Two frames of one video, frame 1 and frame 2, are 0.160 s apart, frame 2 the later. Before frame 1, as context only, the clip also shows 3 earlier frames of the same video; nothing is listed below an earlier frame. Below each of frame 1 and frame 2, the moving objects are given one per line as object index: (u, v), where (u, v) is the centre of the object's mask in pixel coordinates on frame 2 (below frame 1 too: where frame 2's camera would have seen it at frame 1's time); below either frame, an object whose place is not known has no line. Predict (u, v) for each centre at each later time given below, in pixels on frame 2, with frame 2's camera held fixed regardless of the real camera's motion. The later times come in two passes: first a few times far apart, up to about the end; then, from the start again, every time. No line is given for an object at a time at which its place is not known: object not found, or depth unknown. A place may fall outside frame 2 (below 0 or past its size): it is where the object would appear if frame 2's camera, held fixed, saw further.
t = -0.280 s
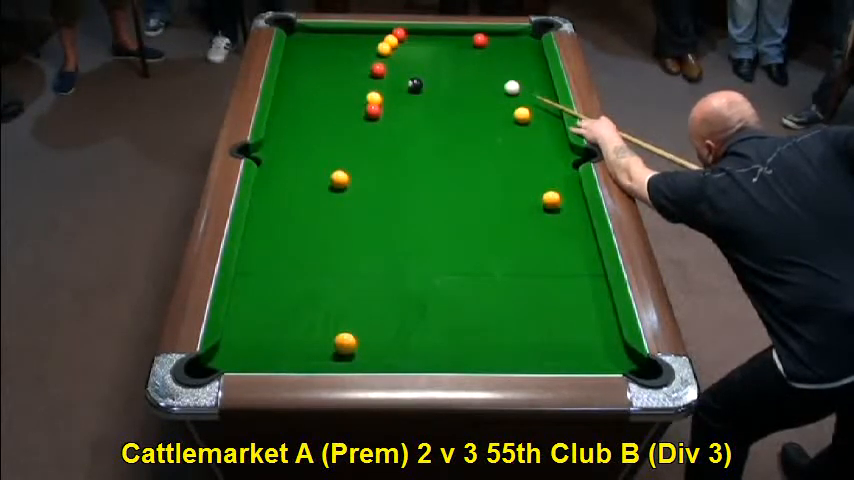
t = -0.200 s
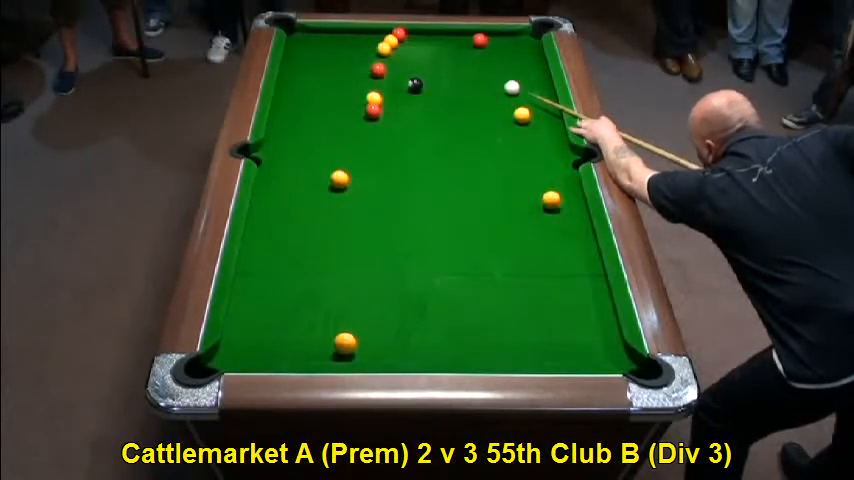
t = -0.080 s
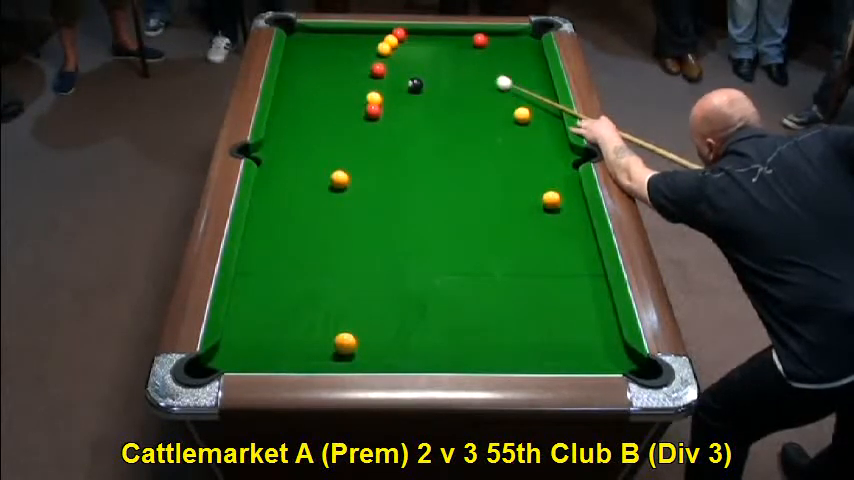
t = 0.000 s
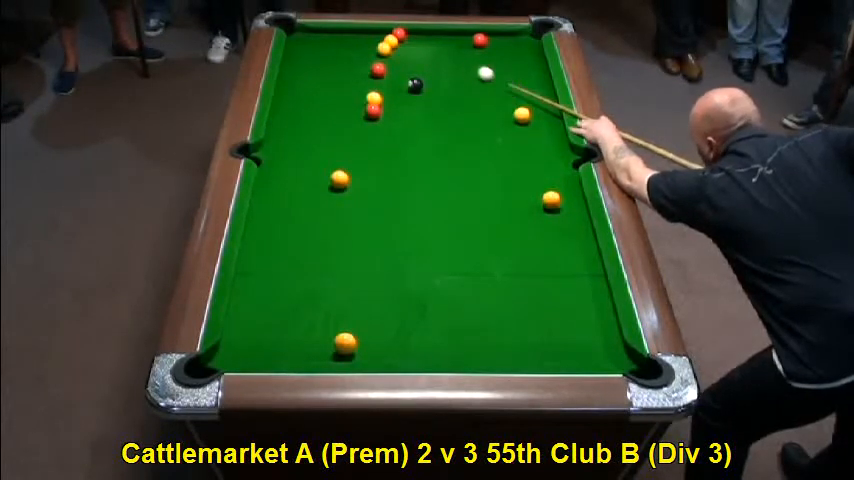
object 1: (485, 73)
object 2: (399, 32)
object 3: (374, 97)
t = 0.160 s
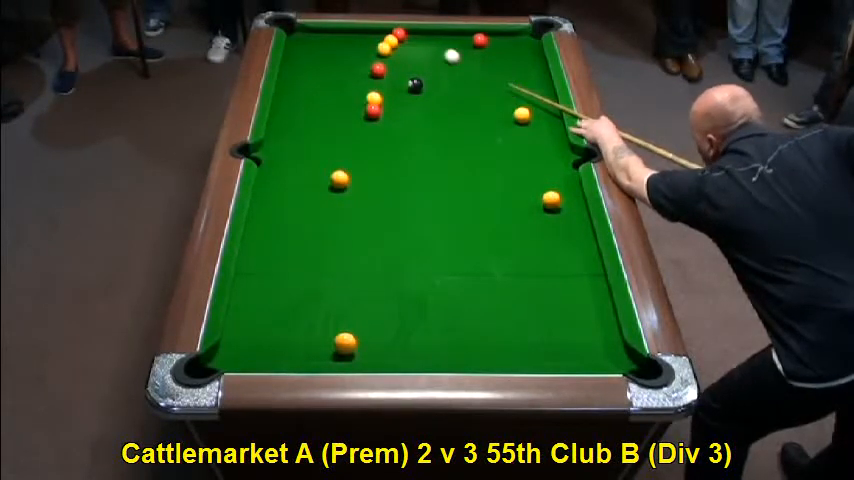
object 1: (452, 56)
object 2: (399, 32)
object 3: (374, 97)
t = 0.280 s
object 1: (428, 44)
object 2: (399, 32)
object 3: (374, 97)
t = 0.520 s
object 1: (411, 39)
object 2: (379, 32)
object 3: (374, 97)
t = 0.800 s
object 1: (407, 55)
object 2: (350, 31)
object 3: (374, 97)
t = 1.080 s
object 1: (404, 71)
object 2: (323, 31)
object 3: (374, 97)
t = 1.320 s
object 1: (399, 84)
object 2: (303, 31)
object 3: (374, 97)
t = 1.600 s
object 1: (389, 97)
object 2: (292, 29)
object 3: (374, 97)
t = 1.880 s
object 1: (391, 108)
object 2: (294, 27)
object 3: (366, 99)
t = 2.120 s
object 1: (394, 116)
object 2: (287, 28)
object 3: (360, 101)
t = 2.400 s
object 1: (397, 124)
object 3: (355, 102)
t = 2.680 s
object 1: (400, 131)
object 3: (353, 102)
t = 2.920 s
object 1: (401, 136)
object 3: (353, 102)
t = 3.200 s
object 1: (402, 141)
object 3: (353, 103)
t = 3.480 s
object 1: (404, 144)
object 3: (353, 102)
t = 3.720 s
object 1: (405, 146)
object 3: (353, 103)
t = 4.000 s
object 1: (406, 146)
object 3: (353, 103)
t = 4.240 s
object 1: (406, 146)
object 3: (353, 103)
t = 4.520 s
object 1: (406, 146)
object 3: (353, 103)
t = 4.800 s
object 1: (406, 146)
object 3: (353, 103)
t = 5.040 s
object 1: (406, 146)
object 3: (353, 103)
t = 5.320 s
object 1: (406, 146)
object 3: (353, 103)
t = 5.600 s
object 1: (406, 146)
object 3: (353, 103)
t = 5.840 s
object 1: (406, 146)
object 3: (353, 103)
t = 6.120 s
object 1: (406, 146)
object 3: (353, 103)
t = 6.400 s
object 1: (406, 146)
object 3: (353, 103)
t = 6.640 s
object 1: (406, 146)
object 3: (353, 102)
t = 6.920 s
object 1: (406, 146)
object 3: (353, 102)
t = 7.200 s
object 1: (406, 146)
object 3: (353, 102)
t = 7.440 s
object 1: (406, 146)
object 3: (353, 103)
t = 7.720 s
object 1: (406, 146)
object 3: (353, 103)
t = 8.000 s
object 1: (406, 146)
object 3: (353, 103)
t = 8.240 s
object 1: (406, 146)
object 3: (353, 103)
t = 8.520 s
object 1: (406, 146)
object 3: (353, 102)
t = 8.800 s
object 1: (406, 146)
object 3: (353, 102)
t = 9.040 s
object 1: (406, 146)
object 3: (353, 102)
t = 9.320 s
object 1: (406, 146)
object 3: (353, 102)
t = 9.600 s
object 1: (406, 146)
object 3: (353, 102)
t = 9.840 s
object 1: (406, 146)
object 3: (353, 102)
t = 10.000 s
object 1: (406, 146)
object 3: (353, 102)
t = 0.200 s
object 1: (444, 52)
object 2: (399, 32)
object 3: (374, 97)
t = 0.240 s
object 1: (436, 48)
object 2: (399, 32)
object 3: (374, 97)
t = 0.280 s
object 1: (428, 44)
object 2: (399, 32)
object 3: (374, 97)
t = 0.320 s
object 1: (420, 40)
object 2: (399, 32)
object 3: (374, 97)
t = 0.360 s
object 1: (413, 36)
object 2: (399, 32)
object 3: (374, 97)
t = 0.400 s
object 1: (412, 33)
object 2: (395, 31)
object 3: (374, 97)
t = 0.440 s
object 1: (412, 34)
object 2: (389, 31)
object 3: (374, 97)
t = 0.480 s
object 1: (411, 37)
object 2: (383, 31)
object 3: (374, 97)
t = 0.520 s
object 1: (411, 39)
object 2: (379, 32)
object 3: (374, 97)
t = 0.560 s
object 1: (410, 41)
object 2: (375, 32)
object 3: (374, 97)
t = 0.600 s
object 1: (410, 44)
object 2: (371, 32)
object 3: (374, 97)
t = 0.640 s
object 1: (409, 46)
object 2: (367, 32)
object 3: (374, 97)
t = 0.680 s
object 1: (409, 48)
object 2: (363, 32)
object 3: (374, 97)
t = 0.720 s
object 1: (408, 50)
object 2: (359, 32)
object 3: (374, 97)
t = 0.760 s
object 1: (407, 53)
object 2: (354, 31)
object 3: (374, 97)
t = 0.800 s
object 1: (407, 55)
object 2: (350, 31)
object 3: (374, 97)
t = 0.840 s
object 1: (407, 57)
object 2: (346, 31)
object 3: (374, 97)
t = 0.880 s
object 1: (406, 59)
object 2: (342, 31)
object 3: (374, 97)
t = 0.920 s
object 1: (406, 62)
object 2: (338, 31)
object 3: (374, 97)
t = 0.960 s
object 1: (405, 64)
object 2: (334, 31)
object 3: (374, 97)
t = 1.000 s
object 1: (405, 66)
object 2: (330, 31)
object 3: (374, 97)
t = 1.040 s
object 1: (404, 69)
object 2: (327, 31)
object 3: (374, 97)
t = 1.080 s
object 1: (404, 71)
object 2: (323, 31)
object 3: (374, 97)
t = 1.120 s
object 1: (403, 73)
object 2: (320, 31)
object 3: (374, 97)
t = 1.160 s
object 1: (402, 75)
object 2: (316, 31)
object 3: (374, 97)
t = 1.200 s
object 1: (402, 77)
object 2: (313, 31)
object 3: (374, 97)
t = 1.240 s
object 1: (401, 80)
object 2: (310, 31)
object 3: (374, 97)
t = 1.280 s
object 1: (401, 82)
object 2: (306, 31)
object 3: (374, 97)
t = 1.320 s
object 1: (399, 84)
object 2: (303, 31)
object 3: (374, 97)
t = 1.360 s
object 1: (398, 86)
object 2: (300, 31)
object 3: (374, 97)
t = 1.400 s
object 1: (396, 88)
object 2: (297, 31)
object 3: (374, 97)
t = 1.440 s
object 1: (395, 90)
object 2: (294, 30)
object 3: (374, 97)
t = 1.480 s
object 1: (393, 91)
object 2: (292, 30)
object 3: (374, 97)
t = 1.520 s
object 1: (392, 94)
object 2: (290, 30)
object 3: (374, 97)
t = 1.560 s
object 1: (390, 95)
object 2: (291, 30)
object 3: (374, 97)
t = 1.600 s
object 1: (389, 97)
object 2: (292, 29)
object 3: (374, 97)
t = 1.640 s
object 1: (389, 99)
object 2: (292, 29)
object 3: (373, 98)
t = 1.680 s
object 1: (389, 100)
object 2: (293, 28)
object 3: (372, 98)
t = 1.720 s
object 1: (390, 102)
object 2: (294, 28)
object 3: (370, 98)
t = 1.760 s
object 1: (390, 103)
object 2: (294, 27)
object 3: (369, 98)
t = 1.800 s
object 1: (390, 105)
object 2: (294, 27)
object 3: (368, 98)
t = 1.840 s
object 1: (391, 106)
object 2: (294, 27)
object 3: (367, 99)
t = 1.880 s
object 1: (391, 108)
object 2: (294, 27)
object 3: (366, 99)
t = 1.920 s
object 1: (392, 109)
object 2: (294, 27)
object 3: (364, 100)
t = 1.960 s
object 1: (392, 111)
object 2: (293, 27)
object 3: (363, 99)
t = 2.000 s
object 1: (393, 112)
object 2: (292, 27)
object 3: (362, 100)
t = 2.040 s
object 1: (393, 113)
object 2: (291, 27)
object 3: (361, 100)
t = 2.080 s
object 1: (394, 115)
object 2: (289, 27)
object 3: (360, 100)
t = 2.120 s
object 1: (394, 116)
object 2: (287, 28)
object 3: (360, 101)
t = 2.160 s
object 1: (395, 117)
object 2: (288, 31)
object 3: (359, 101)
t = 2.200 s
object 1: (395, 118)
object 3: (359, 102)
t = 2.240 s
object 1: (396, 120)
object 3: (358, 101)
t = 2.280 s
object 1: (396, 121)
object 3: (357, 102)
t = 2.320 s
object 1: (396, 122)
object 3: (357, 102)
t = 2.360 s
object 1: (397, 123)
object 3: (356, 102)
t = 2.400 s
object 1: (397, 124)
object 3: (355, 102)
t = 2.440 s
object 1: (398, 125)
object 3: (355, 102)
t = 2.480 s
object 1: (398, 126)
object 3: (355, 102)
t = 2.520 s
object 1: (398, 127)
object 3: (354, 102)
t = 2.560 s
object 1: (398, 128)
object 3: (354, 102)
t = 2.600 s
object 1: (399, 129)
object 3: (354, 102)
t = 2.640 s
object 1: (399, 130)
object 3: (353, 102)
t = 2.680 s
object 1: (400, 131)
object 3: (353, 102)
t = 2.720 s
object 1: (400, 132)
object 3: (353, 102)
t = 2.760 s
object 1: (400, 133)
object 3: (353, 102)
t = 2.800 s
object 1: (400, 134)
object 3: (353, 102)
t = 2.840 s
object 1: (400, 135)
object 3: (353, 102)
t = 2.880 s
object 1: (401, 135)
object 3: (353, 102)
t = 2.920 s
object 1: (401, 136)
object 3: (353, 102)
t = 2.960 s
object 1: (401, 137)
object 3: (353, 102)
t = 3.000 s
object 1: (401, 138)
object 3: (353, 102)
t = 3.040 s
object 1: (402, 138)
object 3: (353, 102)
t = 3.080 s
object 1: (402, 139)
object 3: (353, 103)
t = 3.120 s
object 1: (402, 140)
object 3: (353, 102)
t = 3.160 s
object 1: (402, 140)
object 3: (353, 102)
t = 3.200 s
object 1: (402, 141)
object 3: (353, 103)
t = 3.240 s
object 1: (403, 141)
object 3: (353, 102)
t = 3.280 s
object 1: (403, 142)
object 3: (353, 102)
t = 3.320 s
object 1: (403, 142)
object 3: (353, 103)
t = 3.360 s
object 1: (404, 143)
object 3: (353, 102)
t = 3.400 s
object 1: (404, 143)
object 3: (353, 103)
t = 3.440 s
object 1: (404, 144)
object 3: (353, 102)
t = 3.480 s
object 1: (404, 144)
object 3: (353, 102)
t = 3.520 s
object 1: (404, 144)
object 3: (353, 103)
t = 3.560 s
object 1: (405, 145)
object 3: (353, 103)
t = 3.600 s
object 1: (405, 145)
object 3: (353, 103)
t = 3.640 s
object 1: (405, 145)
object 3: (353, 103)
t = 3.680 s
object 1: (405, 145)
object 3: (353, 103)
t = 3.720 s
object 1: (405, 146)
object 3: (353, 103)
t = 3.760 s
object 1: (405, 146)
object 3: (353, 103)
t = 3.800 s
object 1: (405, 146)
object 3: (353, 103)
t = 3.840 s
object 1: (405, 146)
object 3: (353, 103)
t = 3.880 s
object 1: (405, 146)
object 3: (353, 103)
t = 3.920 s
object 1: (406, 146)
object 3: (353, 103)
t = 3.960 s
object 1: (406, 146)
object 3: (353, 103)
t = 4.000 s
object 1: (406, 146)
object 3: (353, 103)
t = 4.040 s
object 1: (406, 146)
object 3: (353, 103)
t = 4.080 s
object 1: (406, 146)
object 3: (353, 103)
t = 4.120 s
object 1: (406, 146)
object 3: (353, 103)
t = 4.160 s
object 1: (406, 146)
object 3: (353, 103)
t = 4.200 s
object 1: (406, 146)
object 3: (353, 103)
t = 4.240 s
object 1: (406, 146)
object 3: (353, 103)
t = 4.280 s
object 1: (406, 146)
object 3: (353, 103)
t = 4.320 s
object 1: (406, 146)
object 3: (353, 102)
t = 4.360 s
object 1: (406, 146)
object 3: (353, 103)
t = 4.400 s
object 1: (406, 146)
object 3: (353, 103)
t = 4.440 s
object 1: (406, 146)
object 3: (353, 103)
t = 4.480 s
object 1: (406, 146)
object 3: (353, 103)
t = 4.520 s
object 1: (406, 146)
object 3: (353, 103)
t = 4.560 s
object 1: (406, 146)
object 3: (353, 103)
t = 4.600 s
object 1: (406, 146)
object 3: (353, 103)
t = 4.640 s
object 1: (406, 146)
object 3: (353, 103)
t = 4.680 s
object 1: (406, 146)
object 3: (353, 103)
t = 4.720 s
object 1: (406, 146)
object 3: (353, 103)
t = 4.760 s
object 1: (406, 146)
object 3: (353, 103)
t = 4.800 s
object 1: (406, 146)
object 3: (353, 103)
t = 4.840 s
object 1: (406, 146)
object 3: (353, 103)
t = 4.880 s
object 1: (406, 146)
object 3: (353, 103)
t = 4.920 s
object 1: (406, 146)
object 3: (353, 103)
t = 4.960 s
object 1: (406, 146)
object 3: (353, 103)
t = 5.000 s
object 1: (406, 146)
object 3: (353, 103)
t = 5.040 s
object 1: (406, 146)
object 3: (353, 103)
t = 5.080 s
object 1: (406, 146)
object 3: (353, 103)
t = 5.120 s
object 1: (406, 146)
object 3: (353, 103)
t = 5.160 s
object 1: (406, 146)
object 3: (353, 103)
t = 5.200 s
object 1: (406, 146)
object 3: (353, 103)
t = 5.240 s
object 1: (406, 146)
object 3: (353, 103)
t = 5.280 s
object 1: (406, 146)
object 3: (353, 103)
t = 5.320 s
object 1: (406, 146)
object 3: (353, 103)
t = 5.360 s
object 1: (406, 146)
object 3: (353, 103)
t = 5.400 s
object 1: (406, 146)
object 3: (353, 103)
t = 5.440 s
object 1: (406, 146)
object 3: (353, 103)
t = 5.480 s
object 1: (406, 146)
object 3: (353, 103)
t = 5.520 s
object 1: (406, 146)
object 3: (353, 103)
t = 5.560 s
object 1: (406, 146)
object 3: (353, 103)
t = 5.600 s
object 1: (406, 146)
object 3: (353, 103)
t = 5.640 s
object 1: (406, 146)
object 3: (353, 103)
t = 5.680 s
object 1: (406, 146)
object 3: (353, 103)
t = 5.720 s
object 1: (406, 146)
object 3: (353, 103)
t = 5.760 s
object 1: (406, 146)
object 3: (353, 103)
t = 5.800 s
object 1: (406, 146)
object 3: (353, 103)
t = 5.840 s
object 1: (406, 146)
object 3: (353, 103)
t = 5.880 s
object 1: (406, 146)
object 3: (353, 103)
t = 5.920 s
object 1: (406, 146)
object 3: (353, 103)
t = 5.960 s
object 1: (406, 146)
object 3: (353, 103)
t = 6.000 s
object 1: (406, 146)
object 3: (353, 103)
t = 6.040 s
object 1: (406, 146)
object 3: (353, 103)
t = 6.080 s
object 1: (406, 146)
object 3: (353, 103)
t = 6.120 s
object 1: (406, 146)
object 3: (353, 103)
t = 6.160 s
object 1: (406, 146)
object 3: (353, 103)
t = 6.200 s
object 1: (406, 146)
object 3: (353, 103)
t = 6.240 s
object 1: (406, 146)
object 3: (353, 103)
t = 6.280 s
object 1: (406, 146)
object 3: (353, 103)
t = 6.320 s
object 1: (406, 146)
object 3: (353, 103)
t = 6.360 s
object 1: (406, 146)
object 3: (353, 103)
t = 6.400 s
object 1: (406, 146)
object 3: (353, 103)
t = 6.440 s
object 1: (406, 146)
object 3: (353, 103)
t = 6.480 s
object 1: (406, 146)
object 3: (353, 102)
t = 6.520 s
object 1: (406, 146)
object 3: (353, 102)
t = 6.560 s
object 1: (406, 146)
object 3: (353, 102)
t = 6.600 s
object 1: (406, 146)
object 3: (353, 102)
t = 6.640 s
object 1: (406, 146)
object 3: (353, 102)
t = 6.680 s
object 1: (406, 146)
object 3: (353, 102)
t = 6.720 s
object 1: (406, 146)
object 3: (353, 102)
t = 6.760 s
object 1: (406, 146)
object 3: (353, 102)
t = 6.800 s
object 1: (406, 146)
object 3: (353, 102)
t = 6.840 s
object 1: (406, 146)
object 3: (353, 102)
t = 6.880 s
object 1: (406, 146)
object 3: (353, 102)
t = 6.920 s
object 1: (406, 146)
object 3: (353, 102)
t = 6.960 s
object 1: (406, 146)
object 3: (353, 102)
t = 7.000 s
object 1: (406, 146)
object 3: (353, 102)
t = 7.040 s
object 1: (406, 146)
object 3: (353, 102)
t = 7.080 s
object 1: (406, 146)
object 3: (353, 102)
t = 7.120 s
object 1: (406, 146)
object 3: (353, 102)
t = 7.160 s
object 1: (406, 146)
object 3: (353, 102)
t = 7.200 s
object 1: (406, 146)
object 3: (353, 102)
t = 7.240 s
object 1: (406, 146)
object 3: (353, 102)
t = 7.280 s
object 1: (406, 146)
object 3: (353, 102)
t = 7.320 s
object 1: (406, 146)
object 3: (353, 103)
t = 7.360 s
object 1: (406, 146)
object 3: (353, 103)
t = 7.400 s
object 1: (406, 146)
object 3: (353, 103)
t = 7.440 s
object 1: (406, 146)
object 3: (353, 103)
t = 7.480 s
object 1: (406, 146)
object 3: (353, 103)
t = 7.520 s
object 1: (406, 146)
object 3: (353, 103)
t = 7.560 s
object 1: (406, 146)
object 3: (353, 102)
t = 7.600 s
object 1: (406, 146)
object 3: (353, 103)
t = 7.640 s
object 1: (406, 146)
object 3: (353, 103)
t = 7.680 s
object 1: (406, 146)
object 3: (353, 103)
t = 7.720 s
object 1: (406, 146)
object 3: (353, 103)
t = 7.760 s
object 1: (406, 146)
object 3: (353, 103)
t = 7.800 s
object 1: (406, 146)
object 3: (353, 103)
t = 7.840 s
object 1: (406, 146)
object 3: (353, 103)
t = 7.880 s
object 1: (406, 146)
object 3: (353, 103)
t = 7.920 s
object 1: (406, 146)
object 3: (353, 103)
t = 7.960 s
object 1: (406, 146)
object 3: (353, 102)
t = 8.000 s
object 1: (406, 146)
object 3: (353, 103)
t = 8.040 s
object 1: (406, 146)
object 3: (353, 102)
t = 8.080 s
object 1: (406, 146)
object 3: (353, 102)
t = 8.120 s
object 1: (406, 146)
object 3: (353, 102)
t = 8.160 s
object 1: (406, 146)
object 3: (353, 102)
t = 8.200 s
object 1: (406, 146)
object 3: (353, 103)
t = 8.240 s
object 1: (406, 146)
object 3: (353, 103)
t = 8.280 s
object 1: (406, 146)
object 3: (353, 103)
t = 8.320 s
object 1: (406, 146)
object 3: (353, 103)
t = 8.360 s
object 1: (406, 146)
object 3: (353, 103)
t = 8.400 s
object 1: (406, 146)
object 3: (353, 102)
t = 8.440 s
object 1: (406, 146)
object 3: (353, 102)
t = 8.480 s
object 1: (406, 146)
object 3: (353, 102)
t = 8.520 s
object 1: (406, 146)
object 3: (353, 102)
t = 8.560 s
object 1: (406, 146)
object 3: (353, 102)
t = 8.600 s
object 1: (406, 146)
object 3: (353, 102)
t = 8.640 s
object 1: (406, 146)
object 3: (353, 102)
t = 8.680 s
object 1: (406, 146)
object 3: (353, 102)
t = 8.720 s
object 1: (406, 146)
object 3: (353, 102)
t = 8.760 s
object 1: (406, 146)
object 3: (353, 102)
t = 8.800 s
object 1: (406, 146)
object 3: (353, 102)
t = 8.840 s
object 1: (406, 146)
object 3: (353, 102)
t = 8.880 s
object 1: (406, 146)
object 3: (353, 102)
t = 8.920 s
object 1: (406, 146)
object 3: (353, 102)
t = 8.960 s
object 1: (406, 146)
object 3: (353, 102)
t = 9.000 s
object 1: (406, 146)
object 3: (353, 102)
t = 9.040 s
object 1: (406, 146)
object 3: (353, 102)
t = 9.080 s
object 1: (406, 146)
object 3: (353, 102)
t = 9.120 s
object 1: (406, 146)
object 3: (353, 102)
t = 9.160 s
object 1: (406, 146)
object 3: (353, 102)
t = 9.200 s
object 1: (406, 146)
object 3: (353, 102)
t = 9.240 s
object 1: (406, 146)
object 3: (353, 102)
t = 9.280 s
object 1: (406, 146)
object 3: (353, 102)
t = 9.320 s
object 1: (406, 146)
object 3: (353, 102)
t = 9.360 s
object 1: (406, 146)
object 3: (353, 102)
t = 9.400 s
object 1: (406, 146)
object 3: (353, 102)
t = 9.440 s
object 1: (406, 146)
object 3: (353, 102)
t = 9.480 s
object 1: (406, 146)
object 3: (353, 102)
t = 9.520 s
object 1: (406, 146)
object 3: (353, 102)
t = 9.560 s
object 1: (406, 146)
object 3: (353, 102)
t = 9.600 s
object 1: (406, 146)
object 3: (353, 102)
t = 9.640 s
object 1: (406, 146)
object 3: (353, 102)
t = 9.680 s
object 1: (406, 146)
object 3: (353, 102)
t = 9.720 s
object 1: (406, 146)
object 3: (353, 102)
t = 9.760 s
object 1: (406, 146)
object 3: (353, 102)
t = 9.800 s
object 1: (406, 146)
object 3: (353, 102)
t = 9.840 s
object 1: (406, 146)
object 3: (353, 102)
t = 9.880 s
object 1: (406, 146)
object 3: (353, 102)
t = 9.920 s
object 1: (406, 146)
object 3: (353, 102)
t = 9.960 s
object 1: (406, 146)
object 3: (353, 102)
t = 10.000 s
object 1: (406, 146)
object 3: (353, 102)
